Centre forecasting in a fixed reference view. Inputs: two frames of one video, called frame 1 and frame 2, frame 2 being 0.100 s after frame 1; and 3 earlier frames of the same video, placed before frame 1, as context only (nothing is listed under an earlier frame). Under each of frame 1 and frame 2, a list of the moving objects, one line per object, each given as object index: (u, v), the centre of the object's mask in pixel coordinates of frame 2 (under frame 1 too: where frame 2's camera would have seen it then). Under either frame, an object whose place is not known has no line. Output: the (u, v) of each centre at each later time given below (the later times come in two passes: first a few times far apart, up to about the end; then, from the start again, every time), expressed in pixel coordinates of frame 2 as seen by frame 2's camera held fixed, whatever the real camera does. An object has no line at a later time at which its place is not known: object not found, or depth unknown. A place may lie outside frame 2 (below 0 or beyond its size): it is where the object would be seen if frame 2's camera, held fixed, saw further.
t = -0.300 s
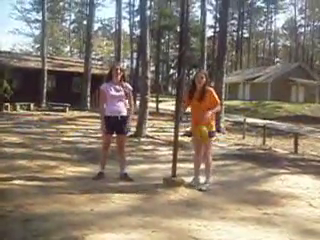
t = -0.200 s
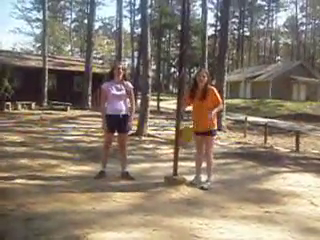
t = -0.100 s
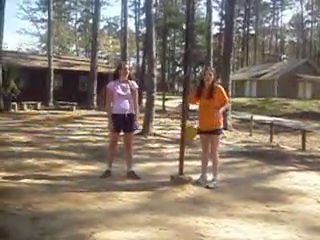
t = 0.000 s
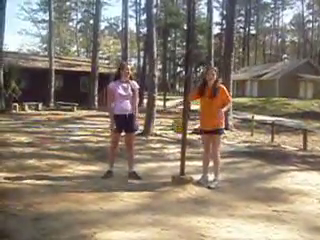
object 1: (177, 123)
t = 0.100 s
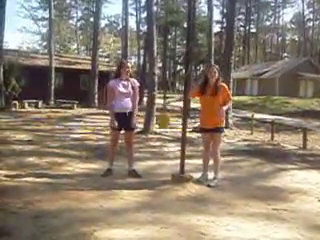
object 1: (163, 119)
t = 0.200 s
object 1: (148, 117)
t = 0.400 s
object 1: (148, 123)
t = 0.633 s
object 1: (204, 136)
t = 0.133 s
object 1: (157, 119)
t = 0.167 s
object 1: (151, 118)
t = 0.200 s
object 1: (148, 117)
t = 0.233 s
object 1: (145, 117)
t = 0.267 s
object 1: (144, 117)
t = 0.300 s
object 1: (143, 117)
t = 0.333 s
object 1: (143, 118)
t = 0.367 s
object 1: (145, 121)
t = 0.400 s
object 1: (148, 123)
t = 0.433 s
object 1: (152, 126)
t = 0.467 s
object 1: (159, 128)
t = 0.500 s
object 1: (167, 132)
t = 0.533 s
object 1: (176, 135)
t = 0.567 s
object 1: (189, 139)
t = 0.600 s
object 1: (195, 137)
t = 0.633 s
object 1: (204, 136)
